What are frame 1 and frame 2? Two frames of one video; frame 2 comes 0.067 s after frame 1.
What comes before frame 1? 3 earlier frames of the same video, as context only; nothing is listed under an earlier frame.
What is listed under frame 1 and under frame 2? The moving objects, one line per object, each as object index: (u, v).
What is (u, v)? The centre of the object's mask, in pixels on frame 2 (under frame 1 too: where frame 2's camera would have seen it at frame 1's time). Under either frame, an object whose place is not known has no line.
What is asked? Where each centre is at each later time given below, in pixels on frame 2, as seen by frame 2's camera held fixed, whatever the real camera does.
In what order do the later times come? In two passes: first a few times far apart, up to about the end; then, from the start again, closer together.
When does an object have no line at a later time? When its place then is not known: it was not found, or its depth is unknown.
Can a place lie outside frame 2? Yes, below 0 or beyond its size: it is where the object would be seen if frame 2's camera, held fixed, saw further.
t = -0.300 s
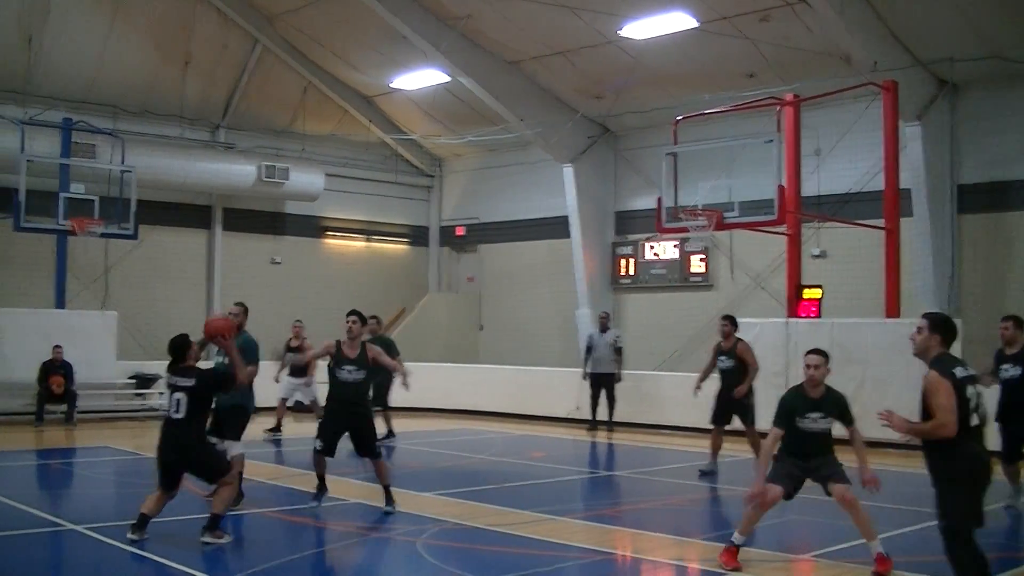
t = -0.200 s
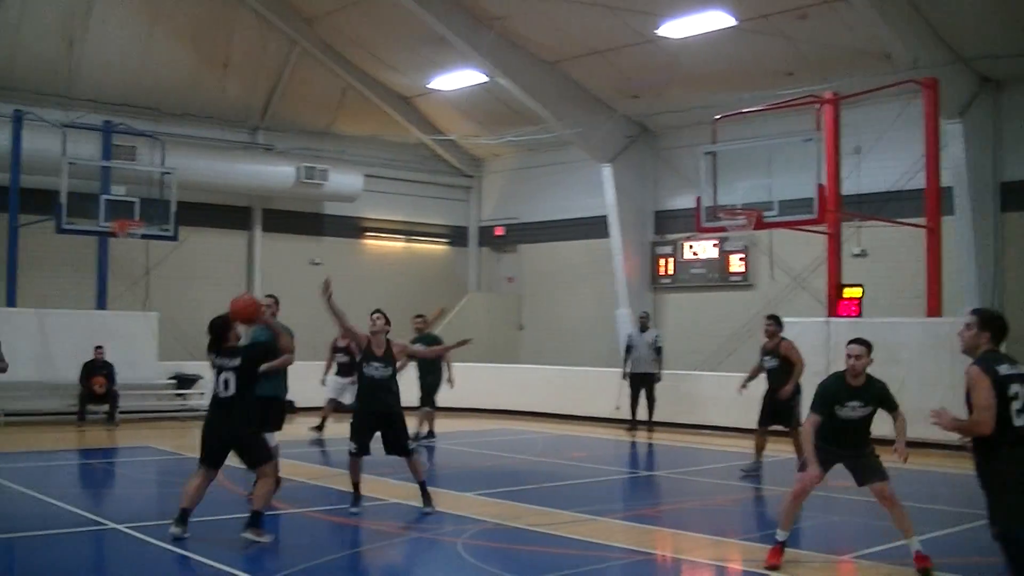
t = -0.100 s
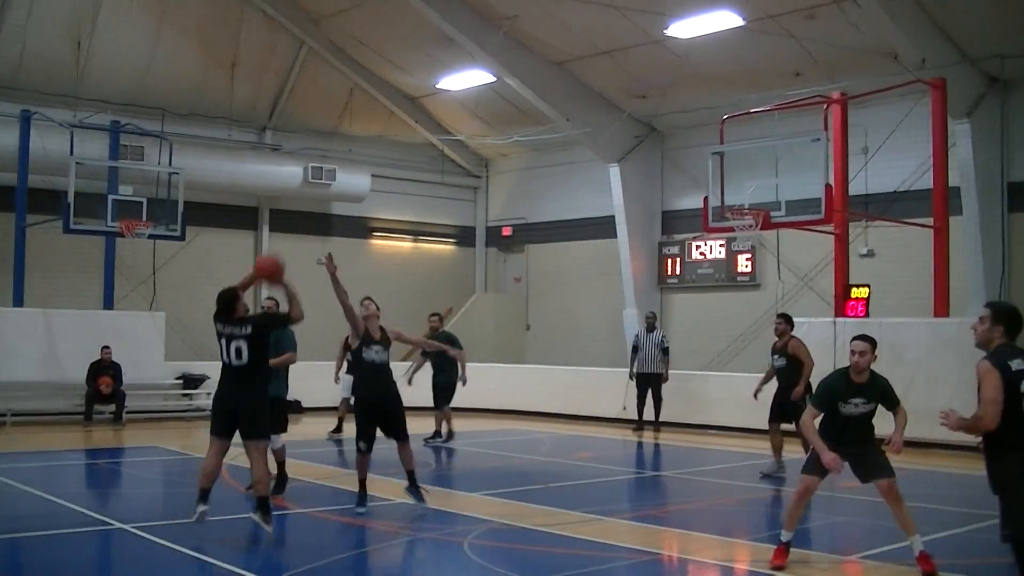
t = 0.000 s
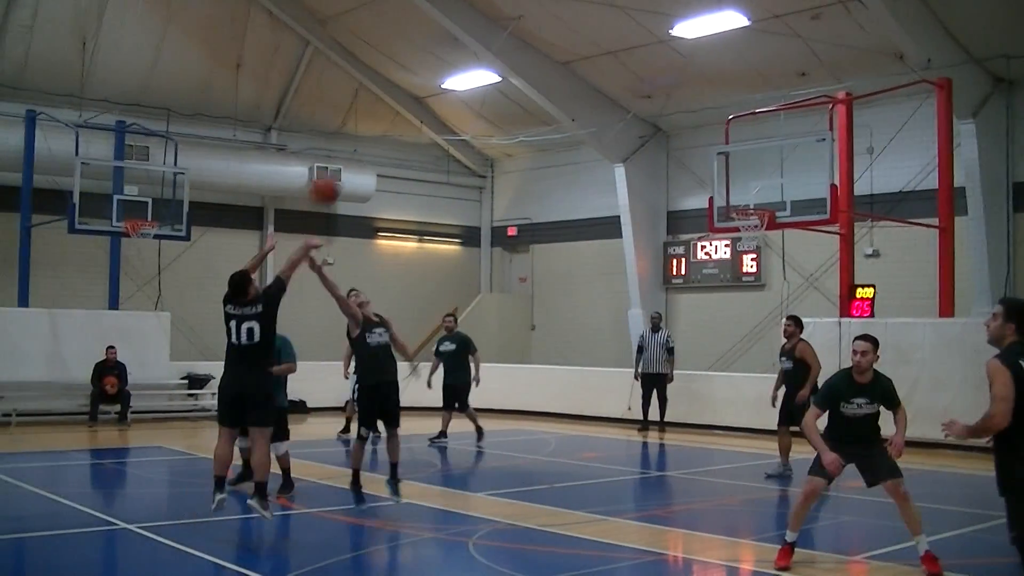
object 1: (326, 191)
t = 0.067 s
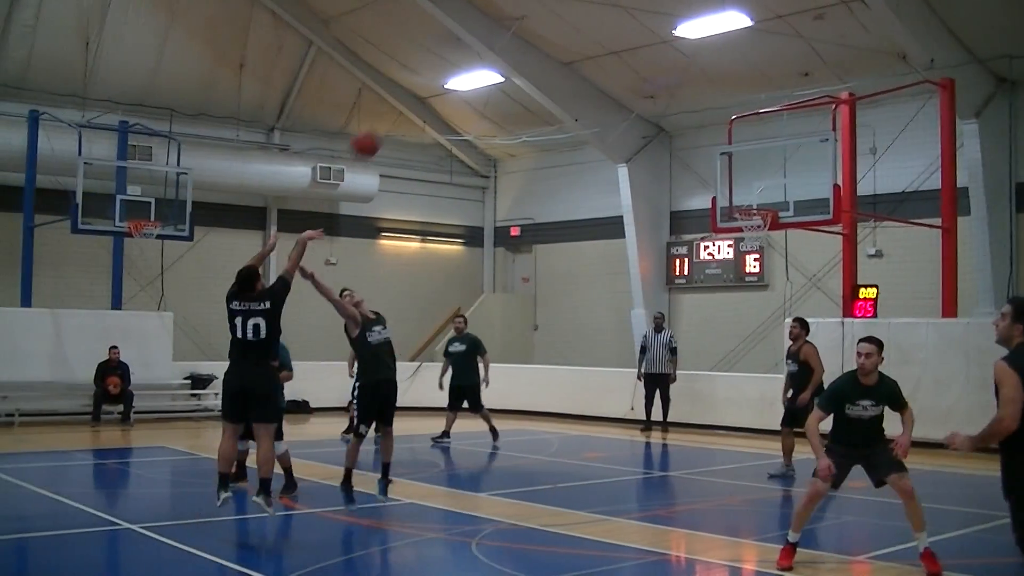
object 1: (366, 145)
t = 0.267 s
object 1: (462, 51)
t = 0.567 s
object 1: (574, 16)
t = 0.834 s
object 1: (649, 57)
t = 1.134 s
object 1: (718, 161)
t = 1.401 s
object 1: (727, 166)
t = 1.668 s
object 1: (714, 155)
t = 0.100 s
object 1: (384, 125)
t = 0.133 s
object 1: (401, 107)
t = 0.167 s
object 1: (418, 91)
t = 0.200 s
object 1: (433, 75)
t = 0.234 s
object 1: (448, 63)
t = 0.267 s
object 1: (462, 51)
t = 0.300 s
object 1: (477, 42)
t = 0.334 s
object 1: (490, 34)
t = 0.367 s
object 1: (504, 28)
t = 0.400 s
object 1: (516, 23)
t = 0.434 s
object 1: (528, 20)
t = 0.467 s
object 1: (540, 17)
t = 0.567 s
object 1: (574, 16)
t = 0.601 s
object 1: (584, 18)
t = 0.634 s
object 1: (594, 20)
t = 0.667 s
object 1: (604, 24)
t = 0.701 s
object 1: (614, 29)
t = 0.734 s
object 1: (623, 35)
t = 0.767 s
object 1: (632, 41)
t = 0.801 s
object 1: (641, 49)
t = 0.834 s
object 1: (649, 57)
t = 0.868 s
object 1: (658, 66)
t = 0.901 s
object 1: (666, 75)
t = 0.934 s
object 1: (674, 85)
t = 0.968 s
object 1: (682, 96)
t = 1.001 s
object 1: (690, 108)
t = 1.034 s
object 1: (697, 120)
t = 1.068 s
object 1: (705, 133)
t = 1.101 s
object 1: (712, 147)
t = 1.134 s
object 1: (718, 161)
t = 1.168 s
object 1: (726, 177)
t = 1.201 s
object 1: (732, 191)
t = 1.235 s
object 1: (736, 202)
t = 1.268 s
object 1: (734, 193)
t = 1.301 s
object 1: (733, 185)
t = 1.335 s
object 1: (731, 177)
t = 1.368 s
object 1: (729, 172)
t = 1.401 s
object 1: (727, 166)
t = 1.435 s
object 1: (726, 162)
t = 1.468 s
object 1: (724, 159)
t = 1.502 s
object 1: (723, 155)
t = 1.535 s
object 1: (721, 153)
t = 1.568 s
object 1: (719, 153)
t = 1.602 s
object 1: (717, 153)
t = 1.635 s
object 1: (716, 153)
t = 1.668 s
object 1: (714, 155)
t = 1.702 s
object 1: (712, 158)
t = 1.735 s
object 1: (711, 161)
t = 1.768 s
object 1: (709, 165)
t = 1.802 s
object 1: (707, 171)
